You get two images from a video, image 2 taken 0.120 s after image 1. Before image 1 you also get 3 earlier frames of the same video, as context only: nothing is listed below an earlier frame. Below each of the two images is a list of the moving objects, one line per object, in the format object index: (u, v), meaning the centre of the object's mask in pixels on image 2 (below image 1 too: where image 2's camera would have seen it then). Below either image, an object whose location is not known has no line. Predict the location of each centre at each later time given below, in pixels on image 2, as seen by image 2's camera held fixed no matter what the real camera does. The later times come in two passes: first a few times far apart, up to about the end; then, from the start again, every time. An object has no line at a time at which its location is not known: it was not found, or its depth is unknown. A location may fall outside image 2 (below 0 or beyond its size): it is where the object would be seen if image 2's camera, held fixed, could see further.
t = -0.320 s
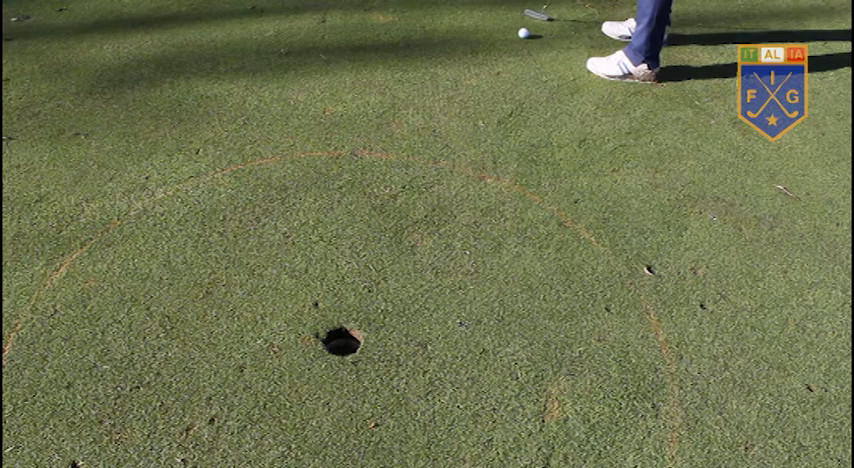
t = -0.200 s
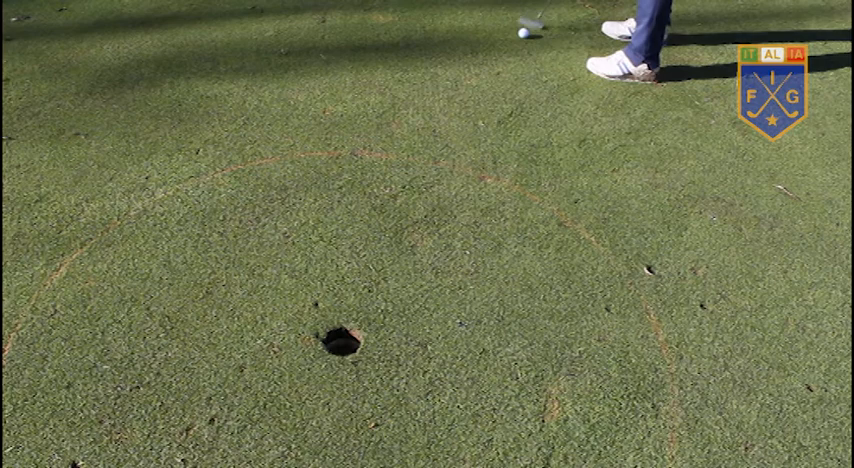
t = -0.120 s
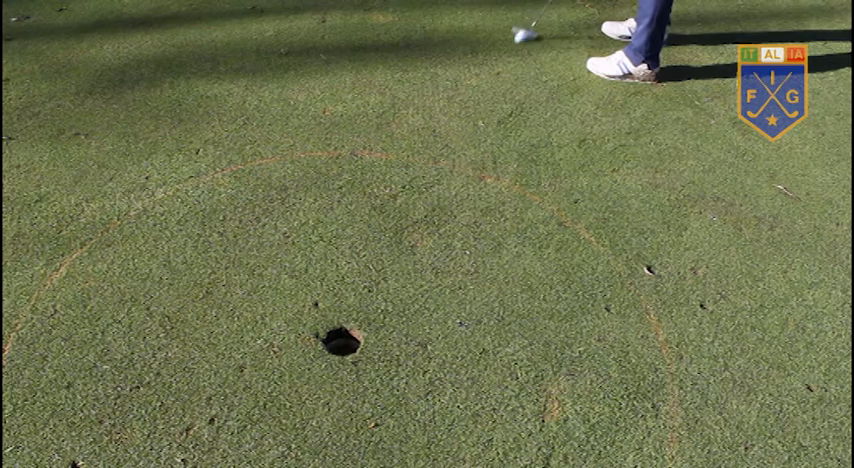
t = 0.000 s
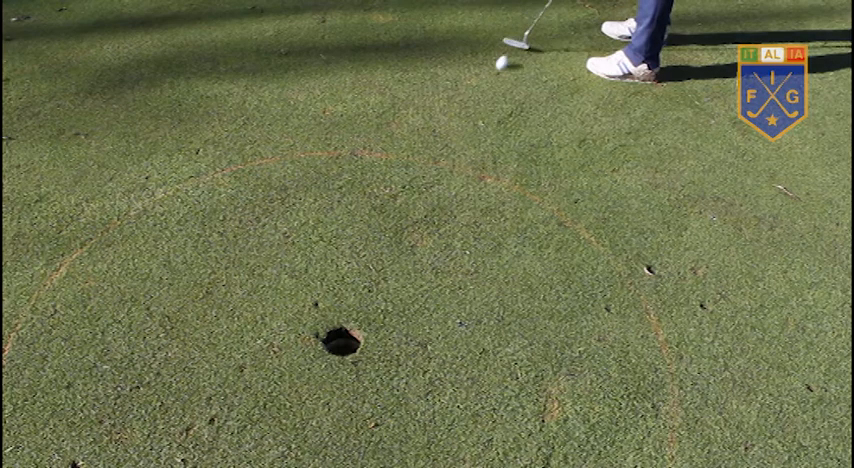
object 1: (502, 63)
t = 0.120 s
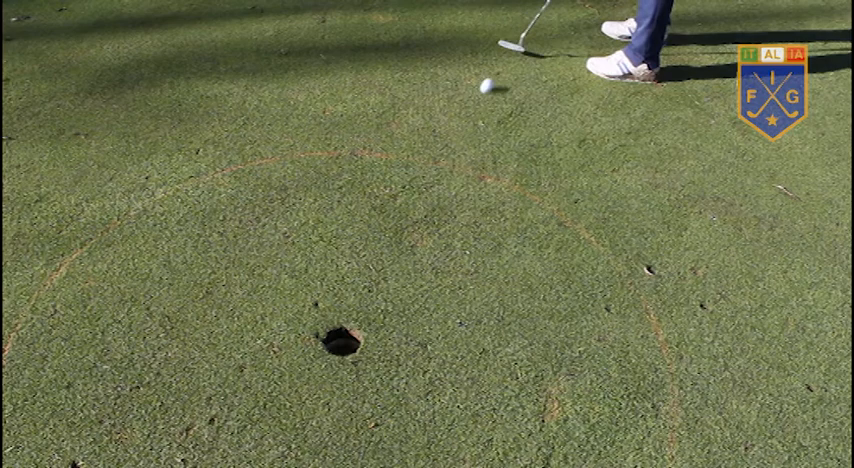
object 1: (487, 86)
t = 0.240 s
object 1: (471, 110)
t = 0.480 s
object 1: (439, 163)
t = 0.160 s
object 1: (481, 94)
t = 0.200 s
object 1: (476, 102)
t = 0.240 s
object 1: (471, 110)
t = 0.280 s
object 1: (466, 119)
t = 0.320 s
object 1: (461, 127)
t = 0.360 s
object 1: (455, 136)
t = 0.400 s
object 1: (450, 145)
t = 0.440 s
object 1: (445, 153)
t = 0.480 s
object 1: (439, 163)
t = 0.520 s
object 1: (433, 172)
